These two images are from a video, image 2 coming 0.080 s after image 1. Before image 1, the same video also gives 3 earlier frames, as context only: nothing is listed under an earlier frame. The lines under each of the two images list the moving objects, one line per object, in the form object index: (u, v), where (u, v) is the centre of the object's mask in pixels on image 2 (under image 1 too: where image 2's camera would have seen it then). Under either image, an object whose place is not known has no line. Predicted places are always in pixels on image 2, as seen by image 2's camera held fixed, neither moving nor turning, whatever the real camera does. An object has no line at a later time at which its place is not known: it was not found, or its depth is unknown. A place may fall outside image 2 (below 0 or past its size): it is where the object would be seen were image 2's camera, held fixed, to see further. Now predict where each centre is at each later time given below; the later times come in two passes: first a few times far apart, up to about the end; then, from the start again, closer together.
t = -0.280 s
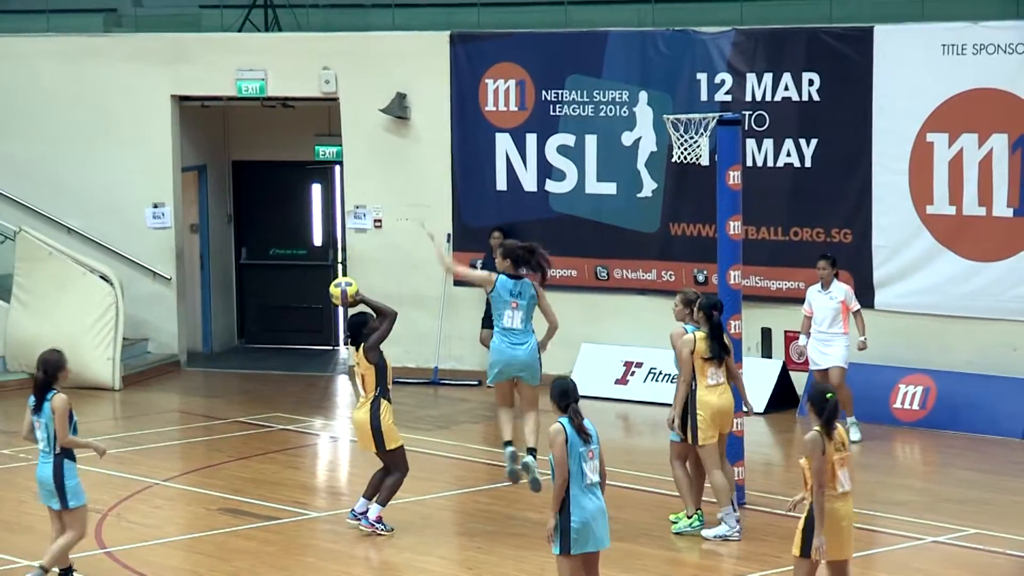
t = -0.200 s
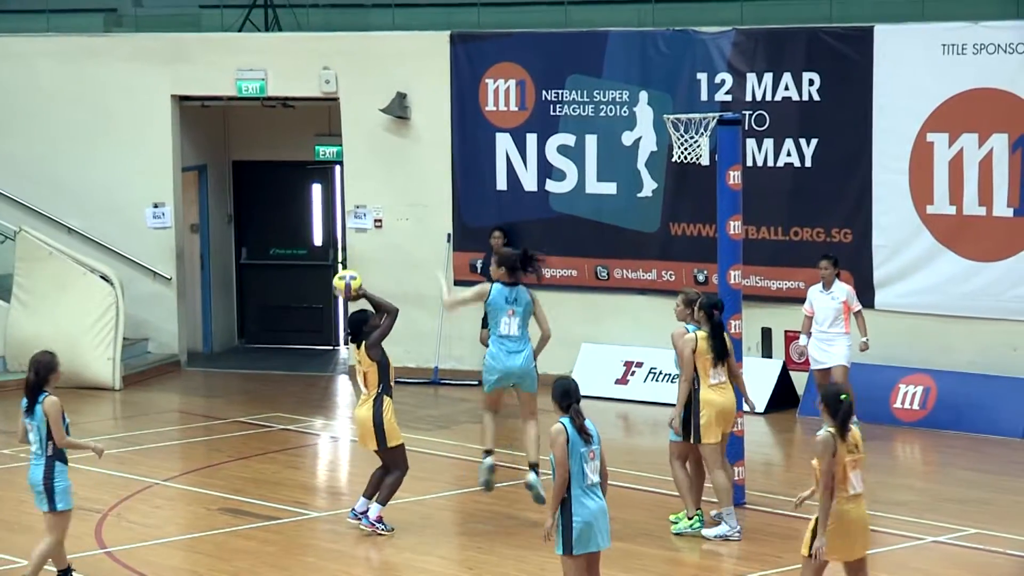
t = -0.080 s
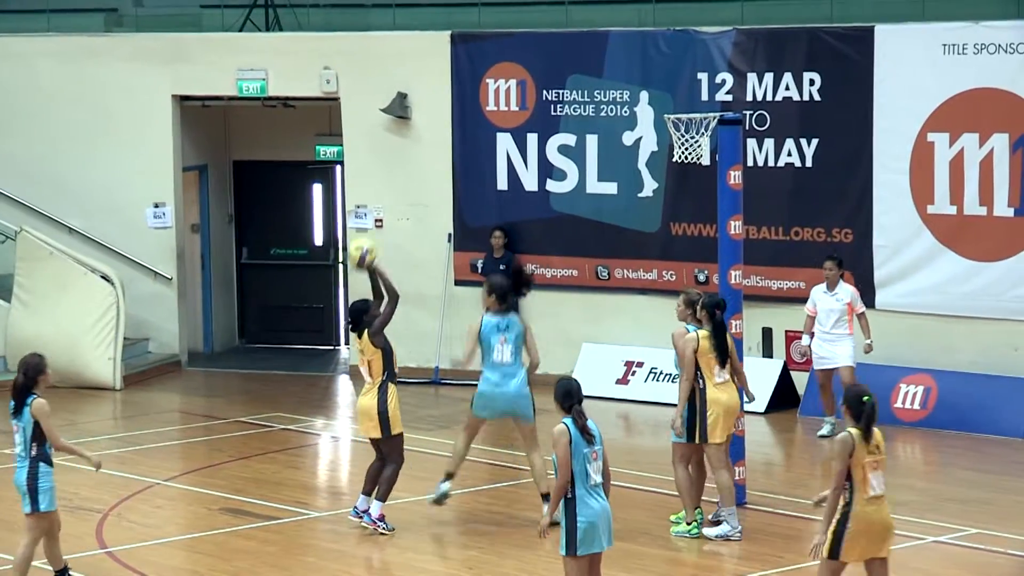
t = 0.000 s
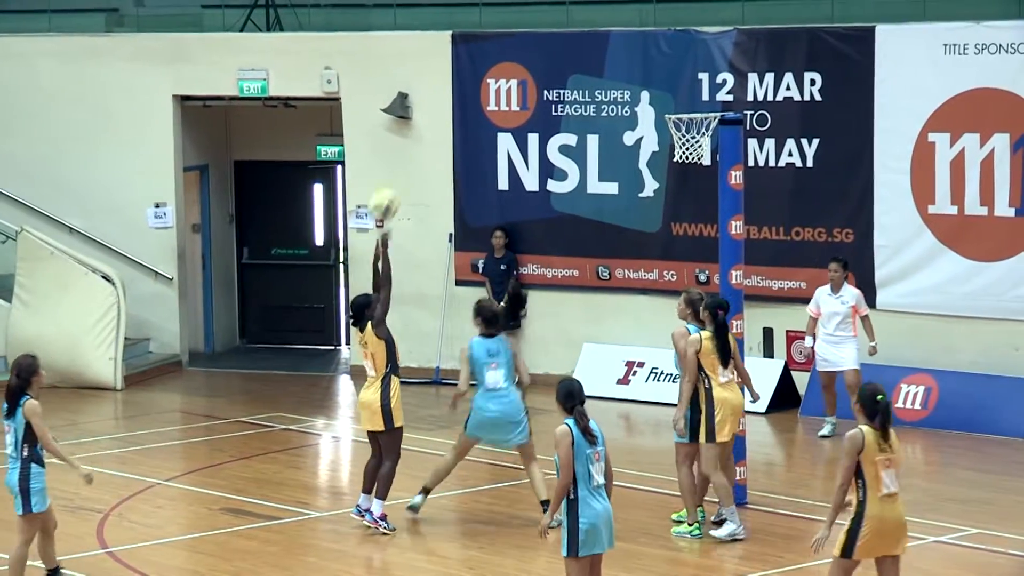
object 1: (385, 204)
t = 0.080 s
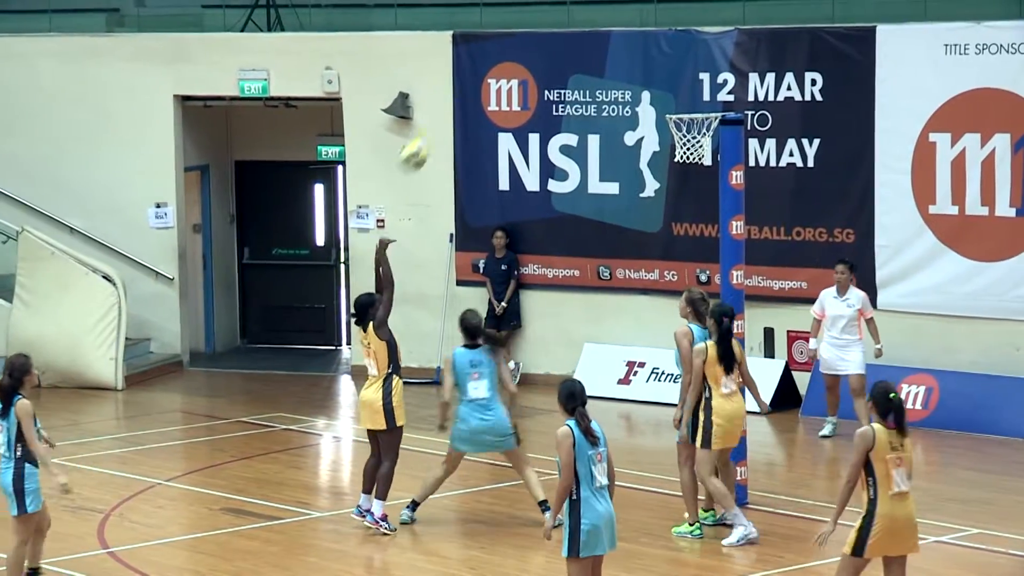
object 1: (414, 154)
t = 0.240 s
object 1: (469, 80)
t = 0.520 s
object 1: (568, 29)
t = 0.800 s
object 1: (664, 79)
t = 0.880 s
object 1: (689, 105)
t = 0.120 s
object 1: (428, 132)
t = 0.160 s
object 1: (442, 112)
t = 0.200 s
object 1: (456, 95)
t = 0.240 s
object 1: (469, 80)
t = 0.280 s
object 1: (483, 65)
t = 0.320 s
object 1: (498, 53)
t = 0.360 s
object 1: (512, 45)
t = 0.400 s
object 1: (526, 38)
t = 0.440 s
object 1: (540, 33)
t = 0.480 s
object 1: (554, 29)
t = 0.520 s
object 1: (568, 29)
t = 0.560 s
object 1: (582, 29)
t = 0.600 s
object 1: (596, 33)
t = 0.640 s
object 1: (609, 38)
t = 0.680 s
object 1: (623, 44)
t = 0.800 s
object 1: (664, 79)
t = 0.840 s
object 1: (677, 93)
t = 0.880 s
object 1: (689, 105)
